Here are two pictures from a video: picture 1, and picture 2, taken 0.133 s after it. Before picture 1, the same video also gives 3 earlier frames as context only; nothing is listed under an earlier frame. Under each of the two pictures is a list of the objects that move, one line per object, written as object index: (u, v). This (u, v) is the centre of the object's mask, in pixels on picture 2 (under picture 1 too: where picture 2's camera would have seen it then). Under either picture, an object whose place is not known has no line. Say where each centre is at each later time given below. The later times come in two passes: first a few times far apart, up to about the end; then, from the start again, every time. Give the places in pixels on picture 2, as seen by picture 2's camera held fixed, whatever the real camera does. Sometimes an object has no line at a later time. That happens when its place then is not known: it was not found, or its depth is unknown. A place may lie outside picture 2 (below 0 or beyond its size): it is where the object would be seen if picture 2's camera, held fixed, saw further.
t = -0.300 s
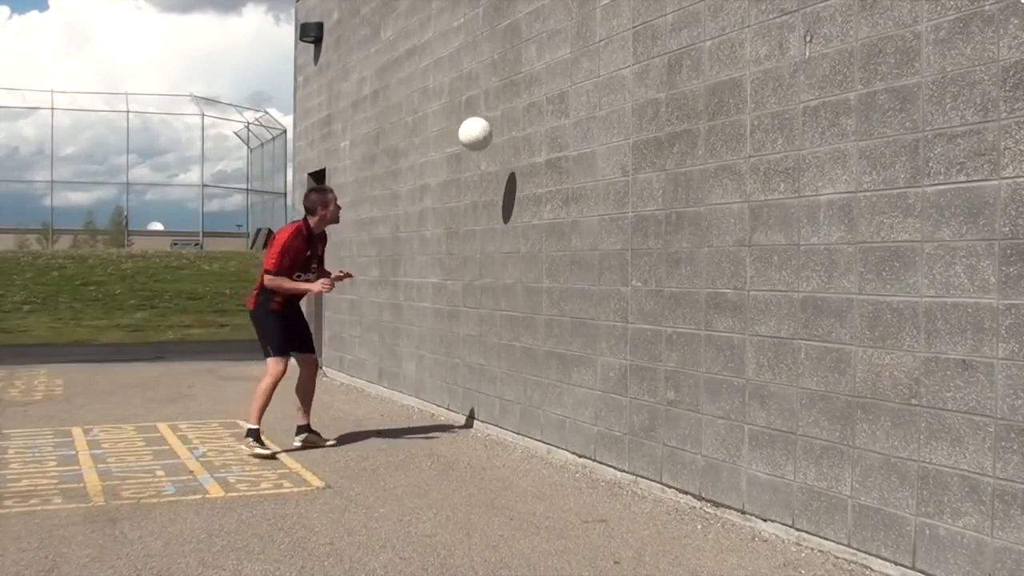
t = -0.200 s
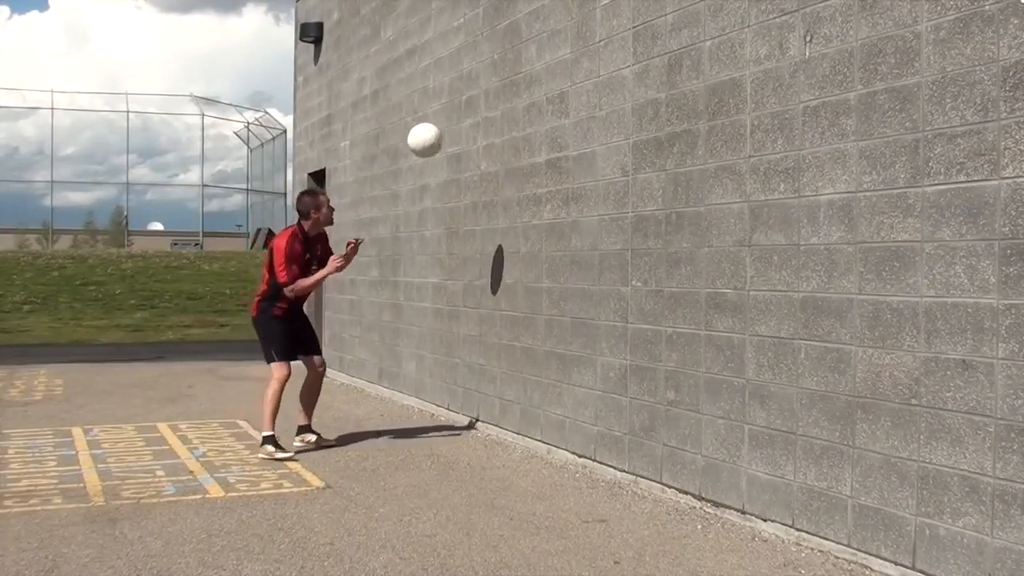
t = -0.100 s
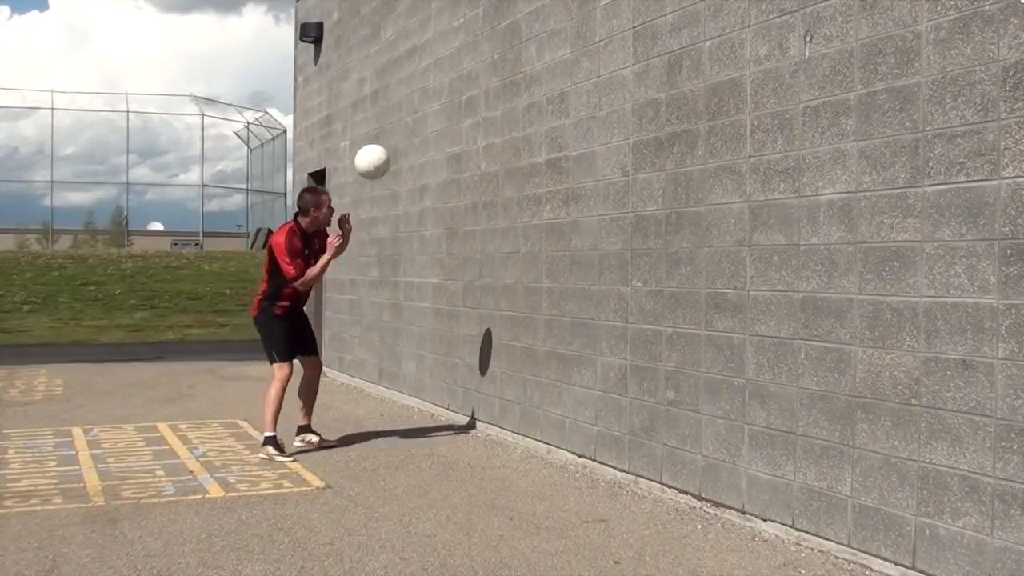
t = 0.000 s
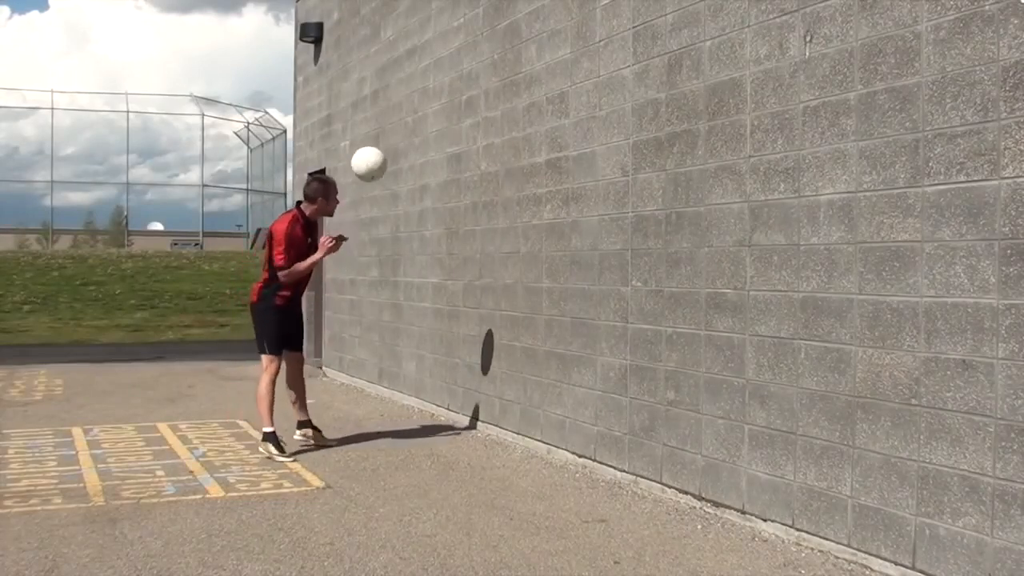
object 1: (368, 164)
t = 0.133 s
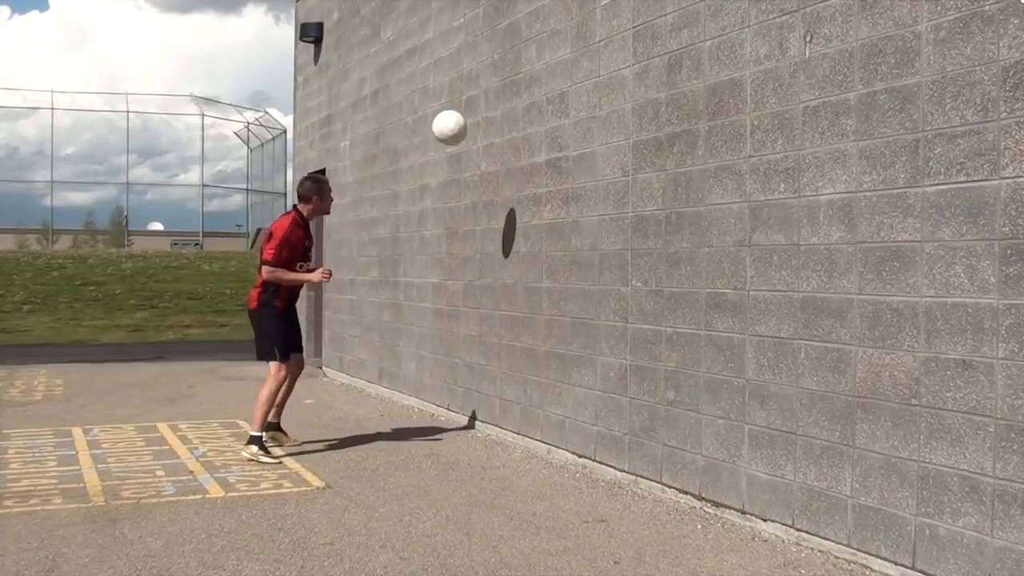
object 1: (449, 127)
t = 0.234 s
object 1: (508, 118)
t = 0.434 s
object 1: (441, 128)
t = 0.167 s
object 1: (469, 123)
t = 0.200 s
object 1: (488, 120)
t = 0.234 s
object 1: (508, 118)
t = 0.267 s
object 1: (514, 118)
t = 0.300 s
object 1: (500, 116)
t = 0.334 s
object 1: (486, 116)
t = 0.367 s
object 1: (471, 118)
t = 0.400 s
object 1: (456, 122)
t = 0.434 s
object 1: (441, 128)
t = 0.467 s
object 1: (426, 135)
